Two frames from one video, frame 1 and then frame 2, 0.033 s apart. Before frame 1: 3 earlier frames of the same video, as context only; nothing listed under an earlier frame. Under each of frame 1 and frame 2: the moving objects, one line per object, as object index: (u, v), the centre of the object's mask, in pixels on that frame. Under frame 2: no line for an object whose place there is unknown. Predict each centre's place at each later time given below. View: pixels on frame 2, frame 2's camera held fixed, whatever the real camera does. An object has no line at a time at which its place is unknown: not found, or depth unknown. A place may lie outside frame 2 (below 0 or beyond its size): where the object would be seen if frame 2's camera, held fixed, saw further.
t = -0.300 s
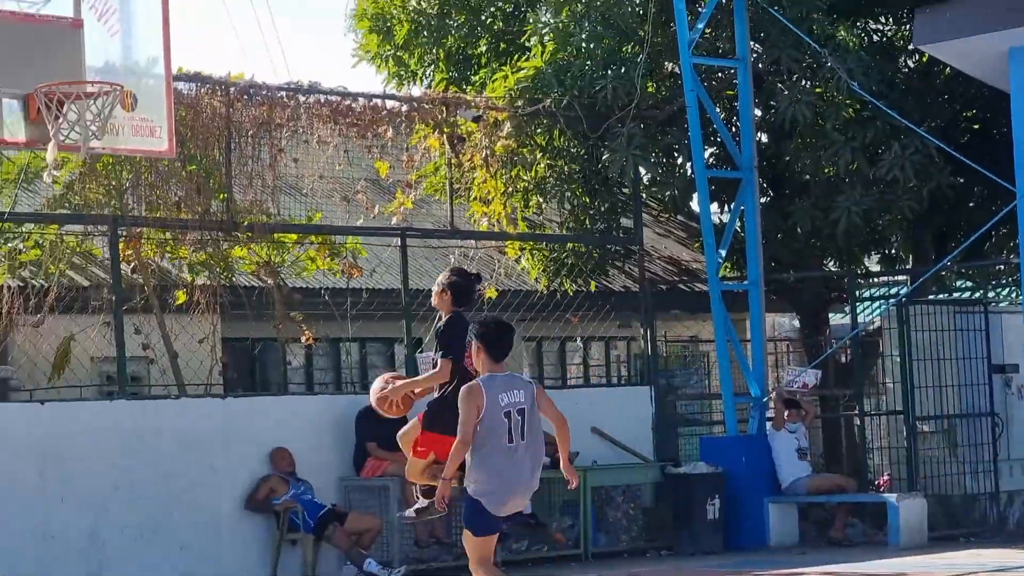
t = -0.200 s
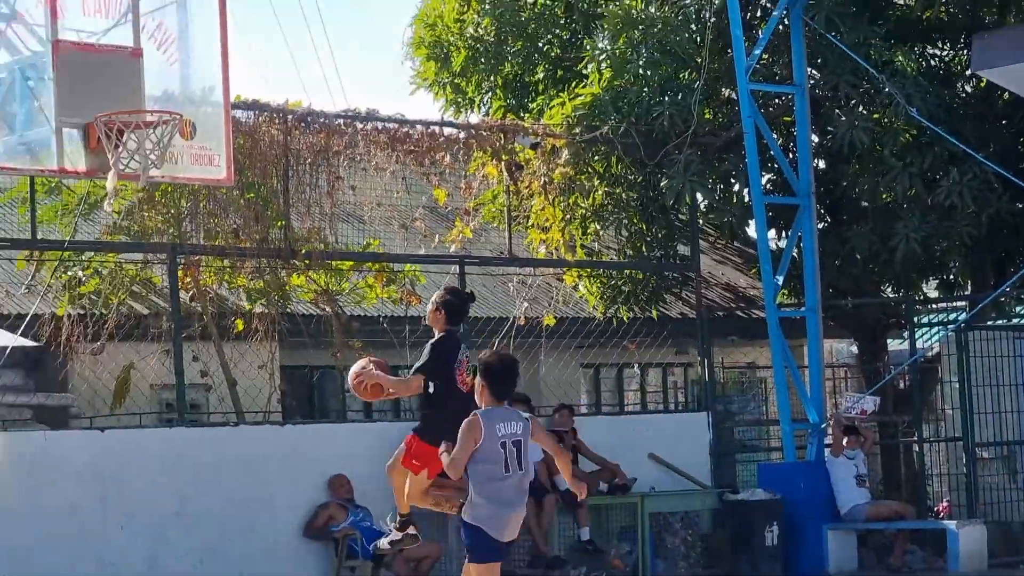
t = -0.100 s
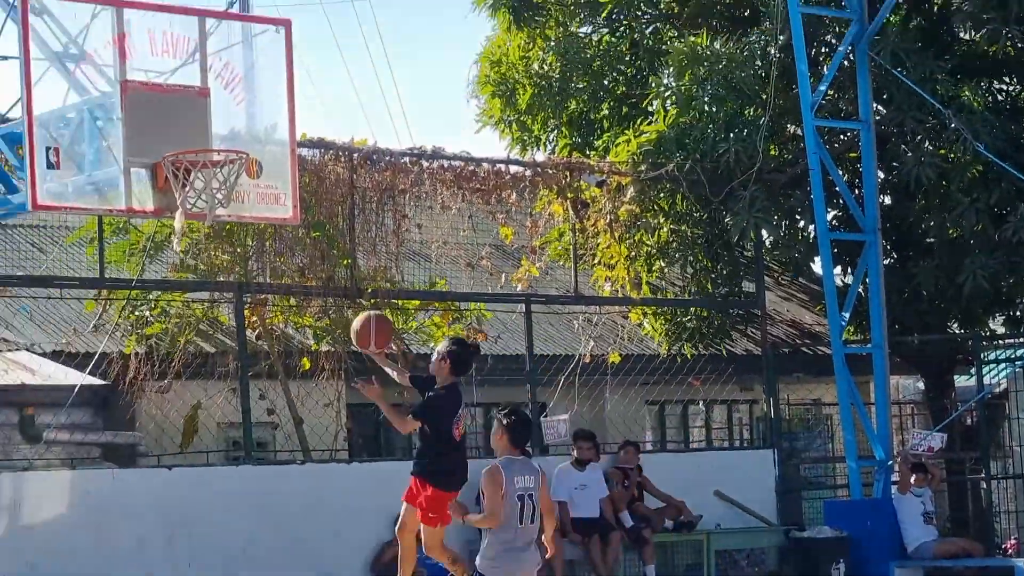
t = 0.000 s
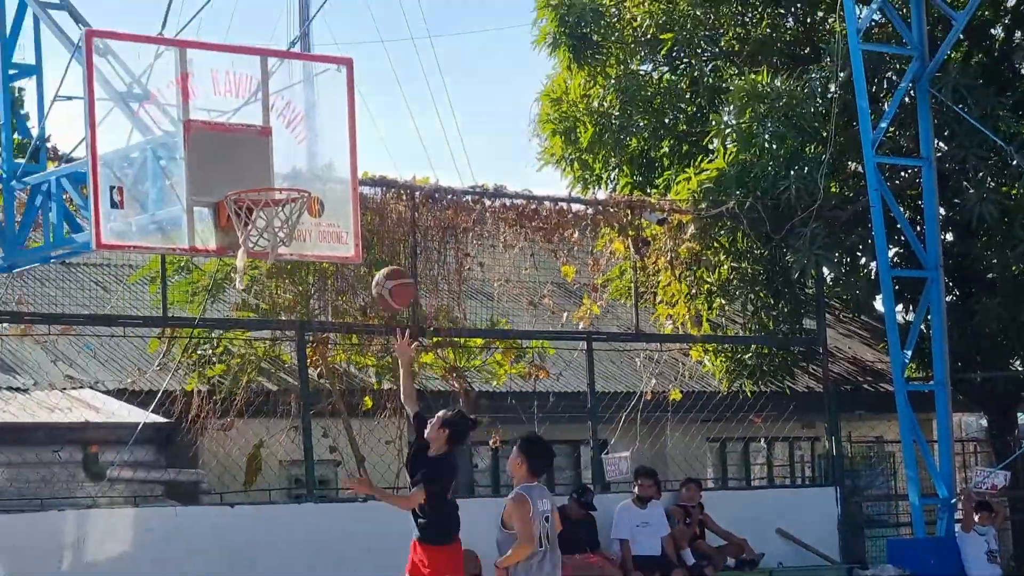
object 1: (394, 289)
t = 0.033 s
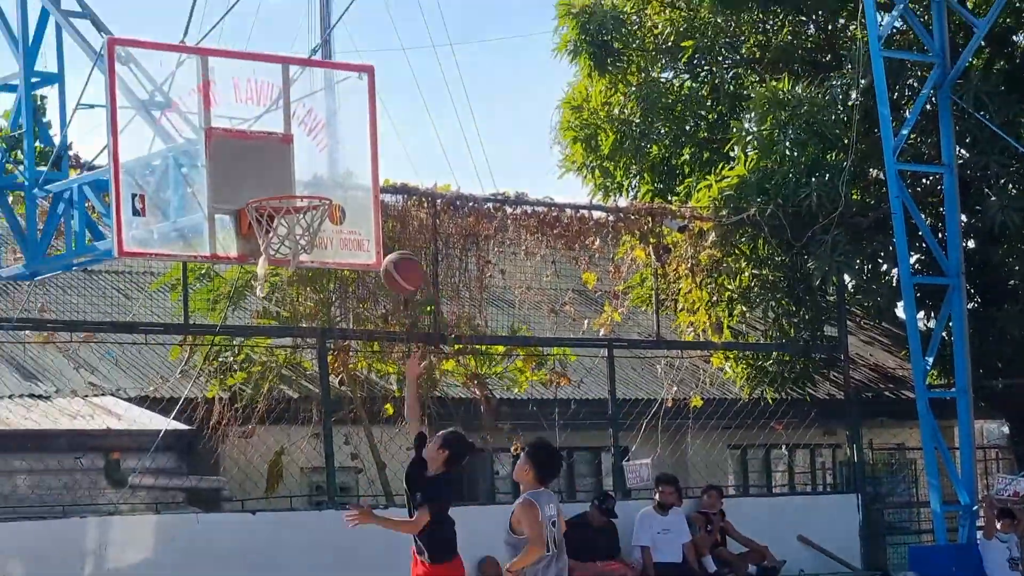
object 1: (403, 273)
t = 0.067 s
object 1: (390, 251)
